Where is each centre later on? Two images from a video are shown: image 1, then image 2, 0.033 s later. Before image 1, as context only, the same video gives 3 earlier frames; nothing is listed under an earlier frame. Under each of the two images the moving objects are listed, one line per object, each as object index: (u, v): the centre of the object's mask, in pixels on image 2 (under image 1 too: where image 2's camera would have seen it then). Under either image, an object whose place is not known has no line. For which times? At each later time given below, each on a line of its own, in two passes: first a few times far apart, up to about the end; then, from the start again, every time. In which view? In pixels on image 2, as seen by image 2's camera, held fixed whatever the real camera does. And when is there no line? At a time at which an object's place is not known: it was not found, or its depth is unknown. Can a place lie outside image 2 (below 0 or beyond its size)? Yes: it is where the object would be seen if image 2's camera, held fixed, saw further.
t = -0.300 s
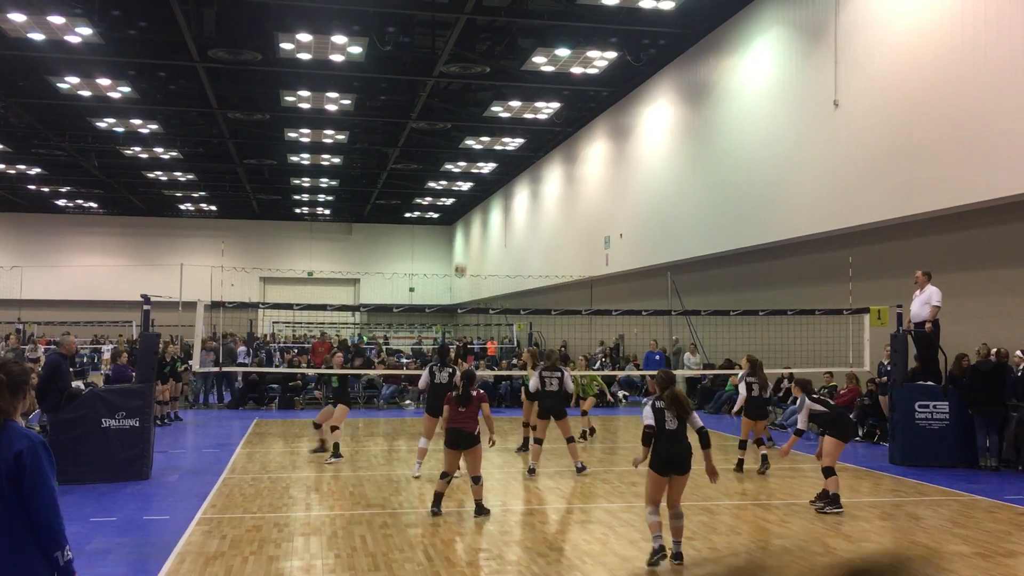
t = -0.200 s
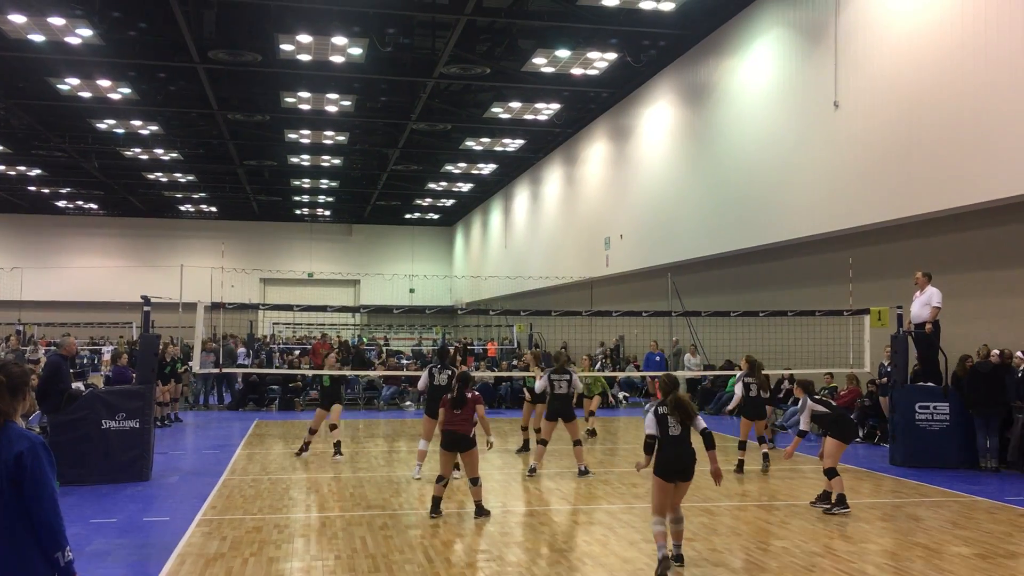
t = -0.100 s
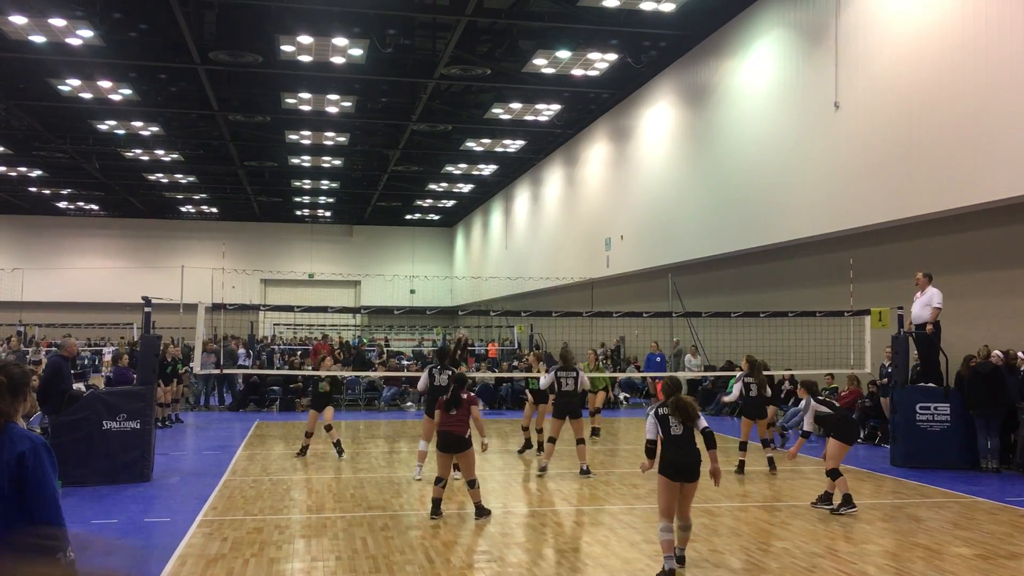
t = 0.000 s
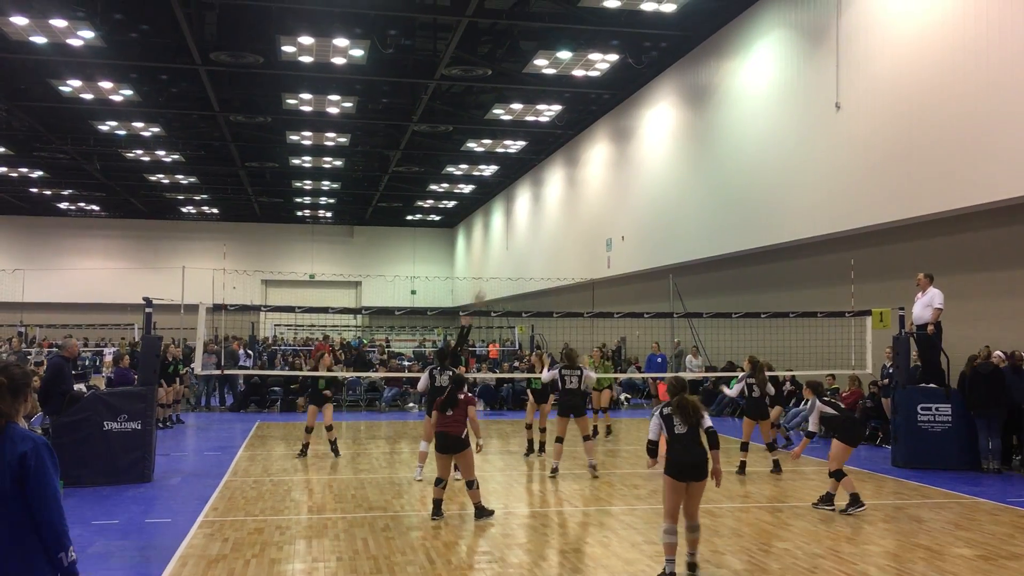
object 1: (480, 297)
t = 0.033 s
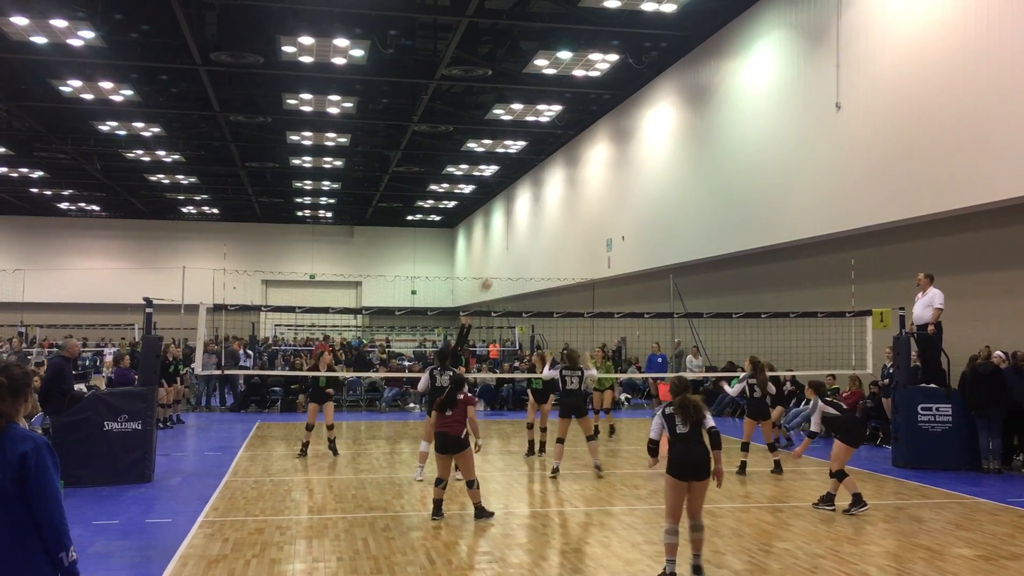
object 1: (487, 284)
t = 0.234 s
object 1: (524, 220)
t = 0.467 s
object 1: (565, 178)
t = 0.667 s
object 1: (600, 166)
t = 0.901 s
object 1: (640, 183)
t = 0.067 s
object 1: (493, 272)
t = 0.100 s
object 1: (499, 260)
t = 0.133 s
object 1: (505, 250)
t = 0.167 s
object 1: (511, 240)
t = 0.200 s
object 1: (517, 229)
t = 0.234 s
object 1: (524, 220)
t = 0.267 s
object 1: (530, 212)
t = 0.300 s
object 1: (536, 205)
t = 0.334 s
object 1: (541, 198)
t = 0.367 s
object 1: (547, 192)
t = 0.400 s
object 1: (554, 186)
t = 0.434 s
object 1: (559, 181)
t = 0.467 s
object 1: (565, 178)
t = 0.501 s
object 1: (571, 174)
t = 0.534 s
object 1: (577, 171)
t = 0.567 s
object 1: (582, 169)
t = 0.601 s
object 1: (589, 167)
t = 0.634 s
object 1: (594, 166)
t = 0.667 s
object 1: (600, 166)
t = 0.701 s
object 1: (606, 167)
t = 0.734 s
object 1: (611, 168)
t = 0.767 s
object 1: (617, 170)
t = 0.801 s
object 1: (623, 172)
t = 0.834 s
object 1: (629, 175)
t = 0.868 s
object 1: (635, 179)
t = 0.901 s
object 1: (640, 183)
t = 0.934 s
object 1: (646, 189)
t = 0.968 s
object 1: (651, 194)
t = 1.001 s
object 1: (657, 202)
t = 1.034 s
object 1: (664, 209)
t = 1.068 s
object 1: (669, 217)
